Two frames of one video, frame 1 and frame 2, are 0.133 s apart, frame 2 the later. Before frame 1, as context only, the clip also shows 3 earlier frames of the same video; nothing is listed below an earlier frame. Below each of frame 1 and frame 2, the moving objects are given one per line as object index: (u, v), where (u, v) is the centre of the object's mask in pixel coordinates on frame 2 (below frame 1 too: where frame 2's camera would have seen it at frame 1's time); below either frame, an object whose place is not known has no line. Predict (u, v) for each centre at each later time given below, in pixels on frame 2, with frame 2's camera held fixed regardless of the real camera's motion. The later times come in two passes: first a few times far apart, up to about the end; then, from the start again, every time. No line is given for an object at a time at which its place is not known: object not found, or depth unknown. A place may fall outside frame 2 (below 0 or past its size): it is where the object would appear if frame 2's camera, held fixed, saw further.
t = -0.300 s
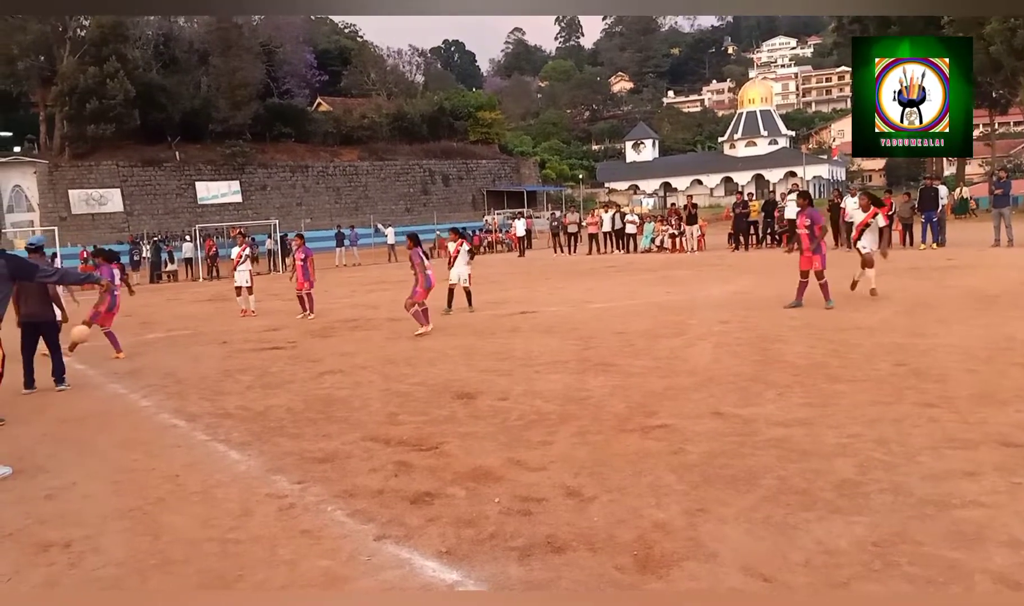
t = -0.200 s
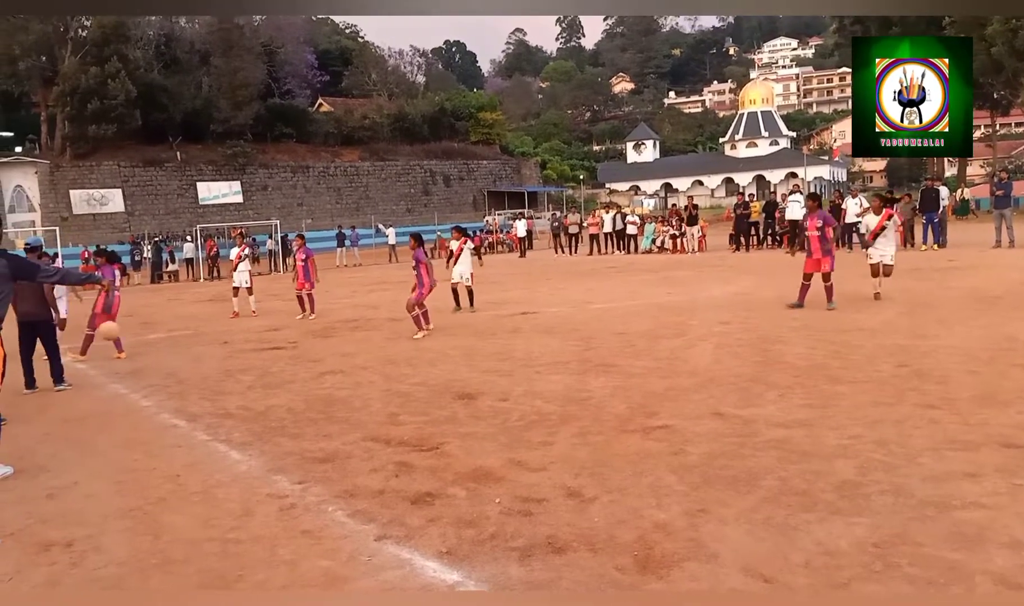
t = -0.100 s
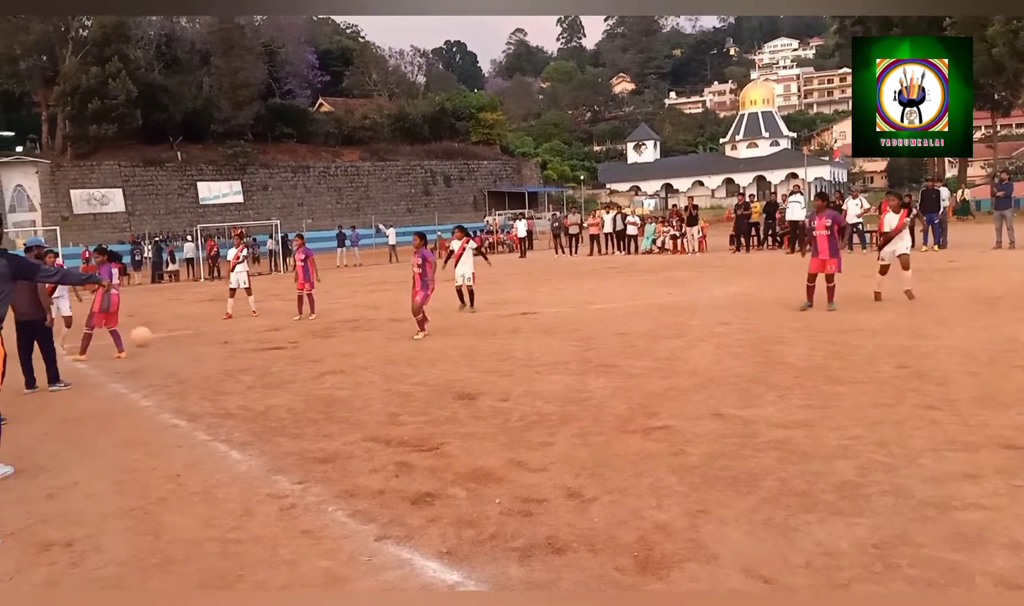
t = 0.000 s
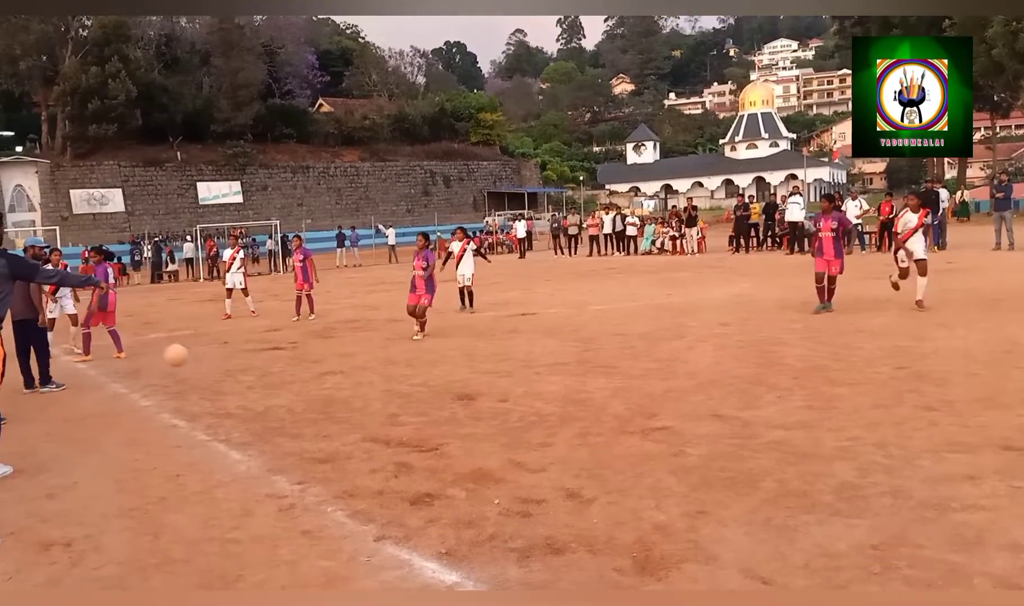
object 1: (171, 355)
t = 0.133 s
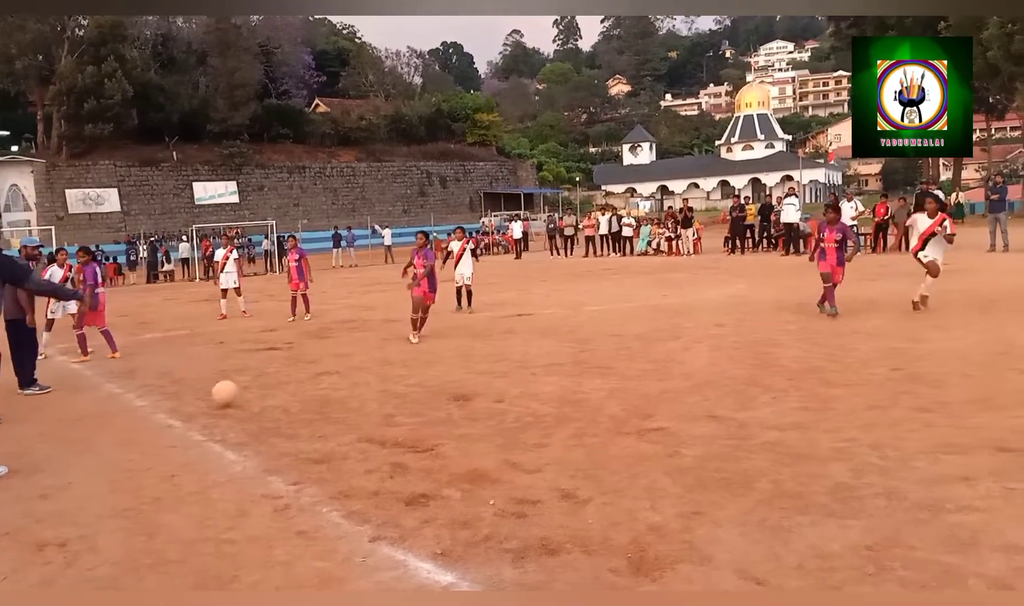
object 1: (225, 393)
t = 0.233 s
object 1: (260, 379)
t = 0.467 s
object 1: (367, 394)
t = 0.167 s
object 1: (235, 386)
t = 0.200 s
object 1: (248, 382)
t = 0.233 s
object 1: (260, 379)
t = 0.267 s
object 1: (273, 376)
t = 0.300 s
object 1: (286, 375)
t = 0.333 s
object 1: (301, 375)
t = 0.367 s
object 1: (317, 377)
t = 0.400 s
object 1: (333, 381)
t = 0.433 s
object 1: (349, 387)
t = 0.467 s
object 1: (367, 394)
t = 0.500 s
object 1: (387, 403)
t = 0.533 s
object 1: (408, 415)
